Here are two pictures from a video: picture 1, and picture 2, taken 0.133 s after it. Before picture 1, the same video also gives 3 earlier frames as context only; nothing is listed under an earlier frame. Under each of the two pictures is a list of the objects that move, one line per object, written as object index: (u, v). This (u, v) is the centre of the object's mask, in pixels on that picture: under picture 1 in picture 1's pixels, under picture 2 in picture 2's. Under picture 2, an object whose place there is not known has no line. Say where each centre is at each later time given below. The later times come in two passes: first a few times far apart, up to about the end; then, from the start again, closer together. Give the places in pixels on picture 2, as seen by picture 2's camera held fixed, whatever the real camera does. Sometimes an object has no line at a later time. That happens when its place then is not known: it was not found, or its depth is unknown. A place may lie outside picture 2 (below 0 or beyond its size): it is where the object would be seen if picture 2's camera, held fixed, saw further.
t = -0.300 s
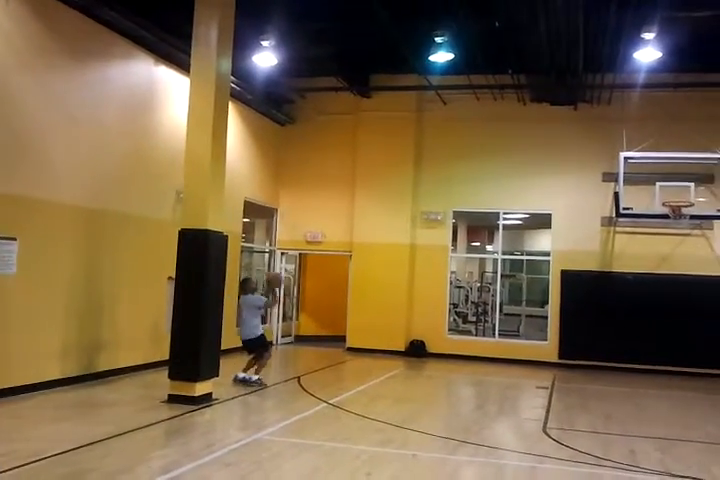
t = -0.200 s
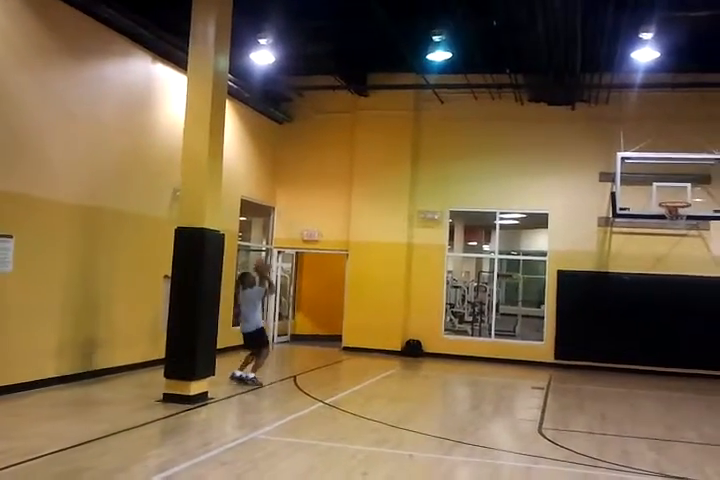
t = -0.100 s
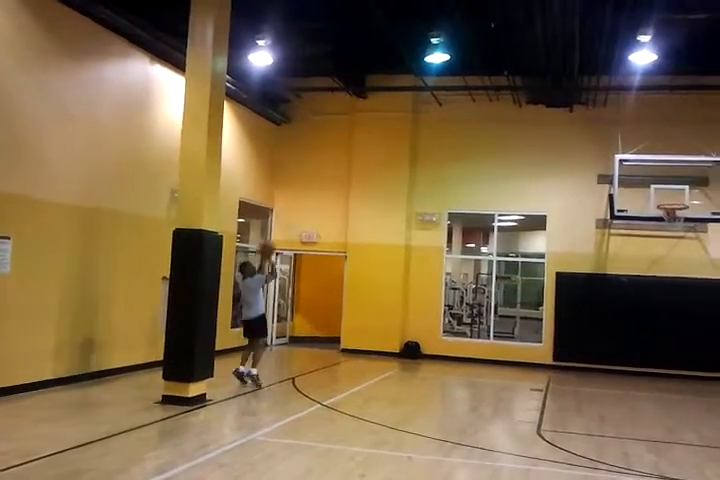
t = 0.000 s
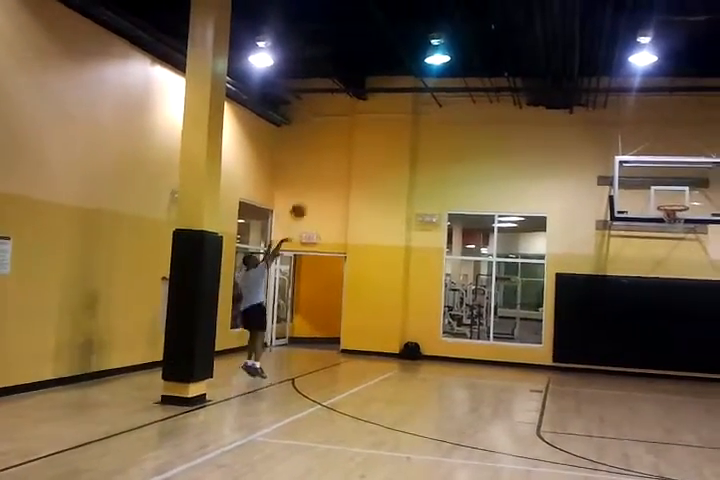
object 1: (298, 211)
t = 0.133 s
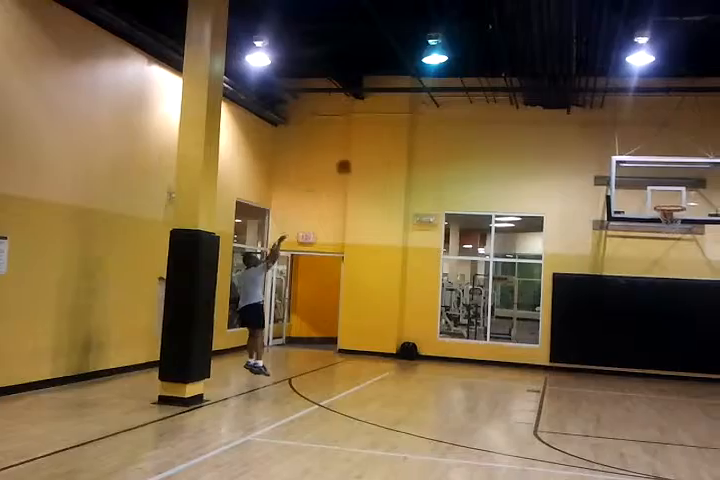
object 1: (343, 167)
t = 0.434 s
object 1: (446, 105)
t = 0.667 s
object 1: (518, 99)
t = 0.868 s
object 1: (576, 118)
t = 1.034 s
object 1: (619, 153)
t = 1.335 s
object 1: (676, 233)
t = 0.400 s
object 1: (435, 109)
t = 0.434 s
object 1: (446, 105)
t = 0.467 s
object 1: (456, 103)
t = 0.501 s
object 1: (465, 101)
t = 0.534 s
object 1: (476, 100)
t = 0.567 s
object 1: (485, 99)
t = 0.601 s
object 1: (496, 99)
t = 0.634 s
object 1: (505, 99)
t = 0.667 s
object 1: (518, 99)
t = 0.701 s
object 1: (526, 101)
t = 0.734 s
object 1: (537, 103)
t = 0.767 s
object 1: (547, 105)
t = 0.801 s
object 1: (557, 110)
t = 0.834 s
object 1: (568, 114)
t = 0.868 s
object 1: (576, 118)
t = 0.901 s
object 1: (585, 124)
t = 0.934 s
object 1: (594, 130)
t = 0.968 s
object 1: (602, 137)
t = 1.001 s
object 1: (610, 144)
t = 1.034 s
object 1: (619, 153)
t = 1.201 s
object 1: (663, 201)
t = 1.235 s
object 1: (669, 219)
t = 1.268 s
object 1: (674, 221)
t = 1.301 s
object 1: (675, 225)
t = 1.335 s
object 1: (676, 233)
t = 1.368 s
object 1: (676, 238)
